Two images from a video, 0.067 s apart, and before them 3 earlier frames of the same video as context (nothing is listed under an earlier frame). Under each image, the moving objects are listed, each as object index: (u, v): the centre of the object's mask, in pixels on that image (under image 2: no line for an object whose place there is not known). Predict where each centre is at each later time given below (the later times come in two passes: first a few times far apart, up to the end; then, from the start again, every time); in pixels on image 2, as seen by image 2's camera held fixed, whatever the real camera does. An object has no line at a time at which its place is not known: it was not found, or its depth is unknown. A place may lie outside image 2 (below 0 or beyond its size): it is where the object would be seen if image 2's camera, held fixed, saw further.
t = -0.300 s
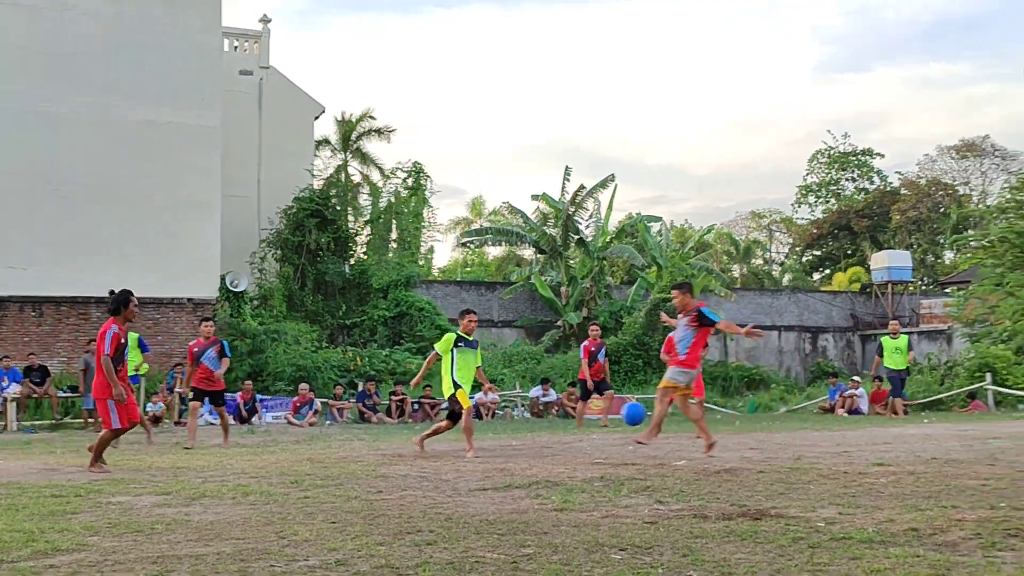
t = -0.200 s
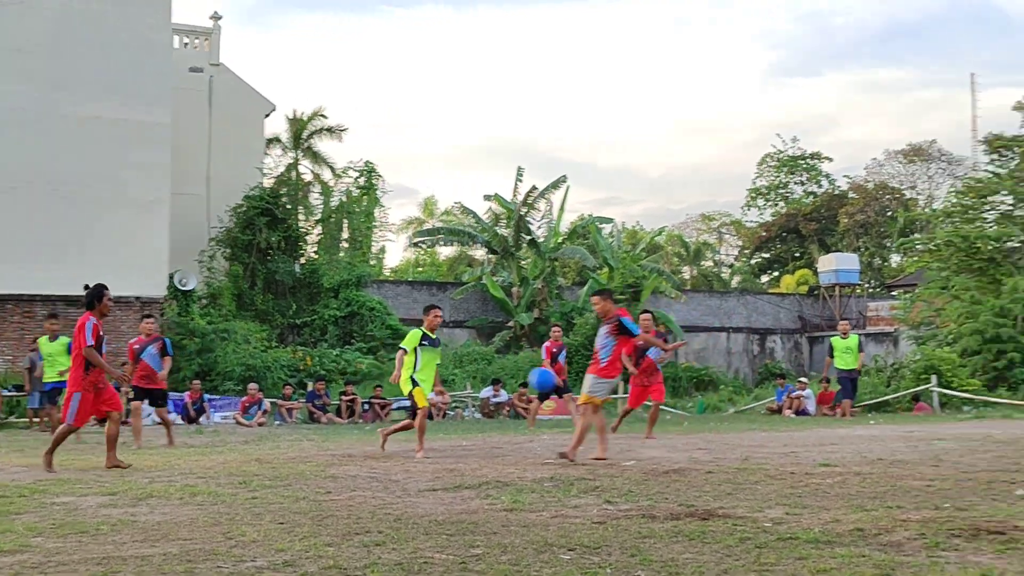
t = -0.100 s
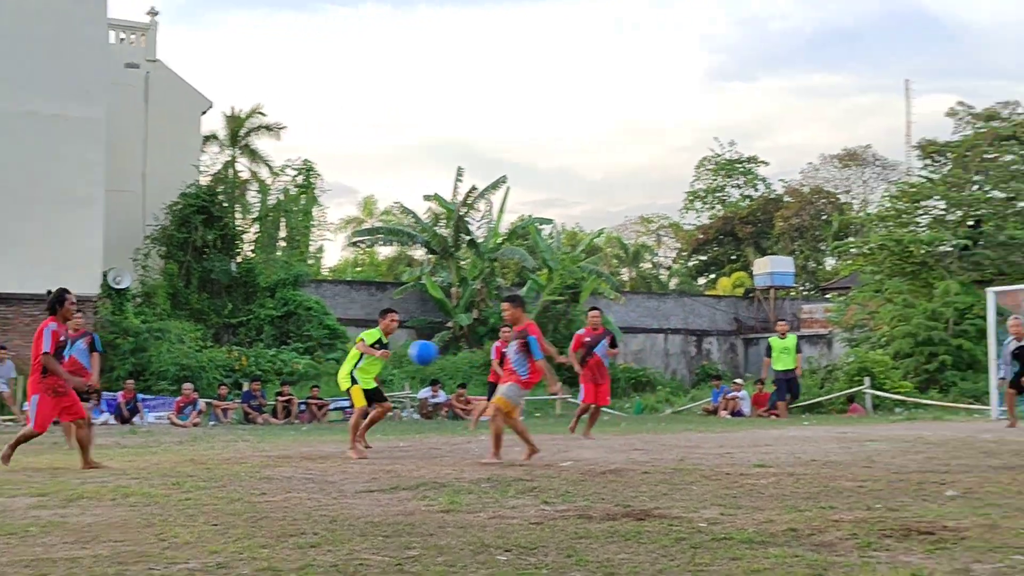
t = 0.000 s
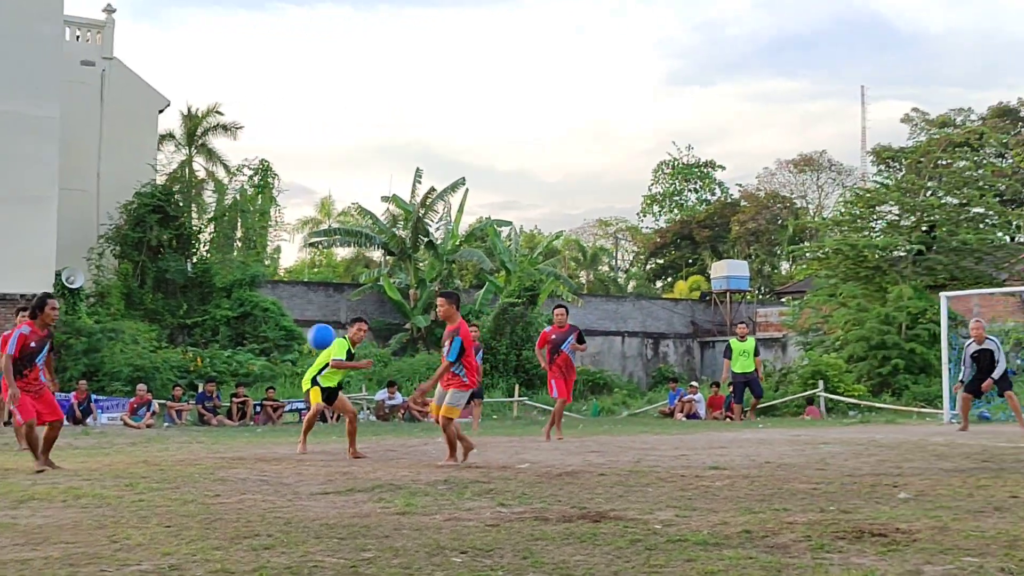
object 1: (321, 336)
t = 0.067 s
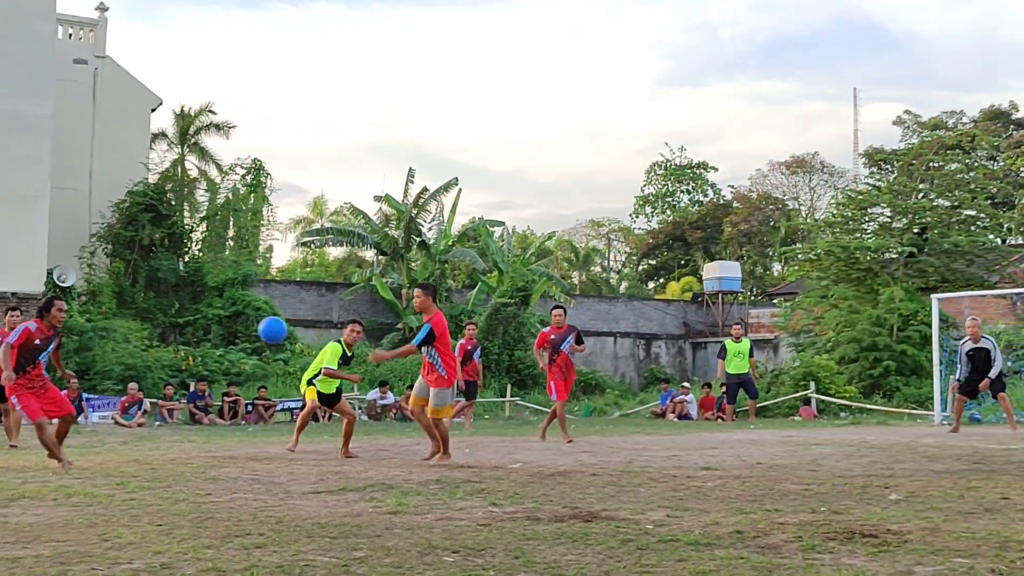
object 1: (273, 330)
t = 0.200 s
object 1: (190, 334)
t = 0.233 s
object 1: (168, 338)
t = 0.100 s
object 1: (252, 329)
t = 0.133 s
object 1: (232, 329)
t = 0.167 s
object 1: (211, 331)
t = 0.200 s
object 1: (190, 334)
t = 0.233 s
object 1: (168, 338)
